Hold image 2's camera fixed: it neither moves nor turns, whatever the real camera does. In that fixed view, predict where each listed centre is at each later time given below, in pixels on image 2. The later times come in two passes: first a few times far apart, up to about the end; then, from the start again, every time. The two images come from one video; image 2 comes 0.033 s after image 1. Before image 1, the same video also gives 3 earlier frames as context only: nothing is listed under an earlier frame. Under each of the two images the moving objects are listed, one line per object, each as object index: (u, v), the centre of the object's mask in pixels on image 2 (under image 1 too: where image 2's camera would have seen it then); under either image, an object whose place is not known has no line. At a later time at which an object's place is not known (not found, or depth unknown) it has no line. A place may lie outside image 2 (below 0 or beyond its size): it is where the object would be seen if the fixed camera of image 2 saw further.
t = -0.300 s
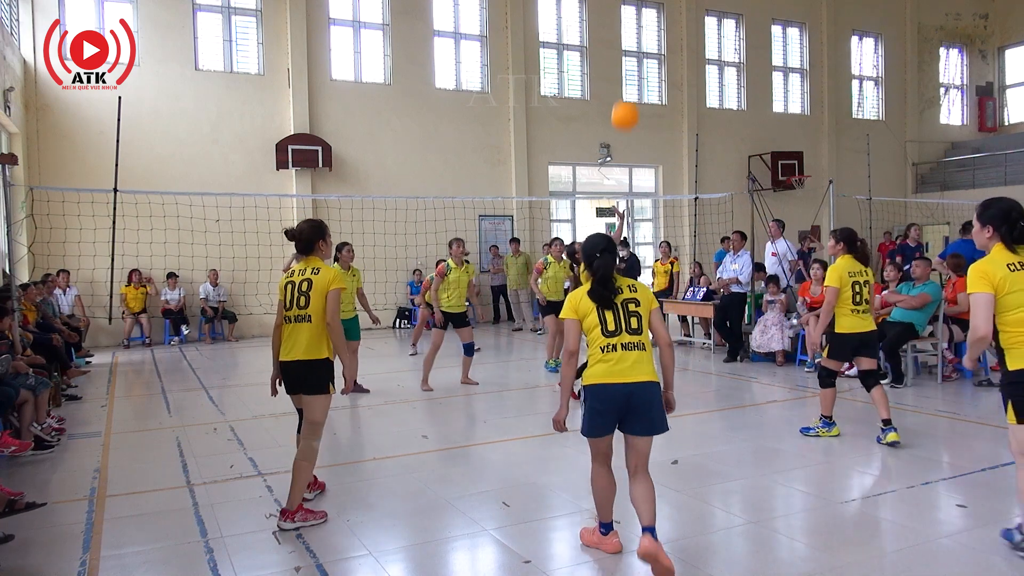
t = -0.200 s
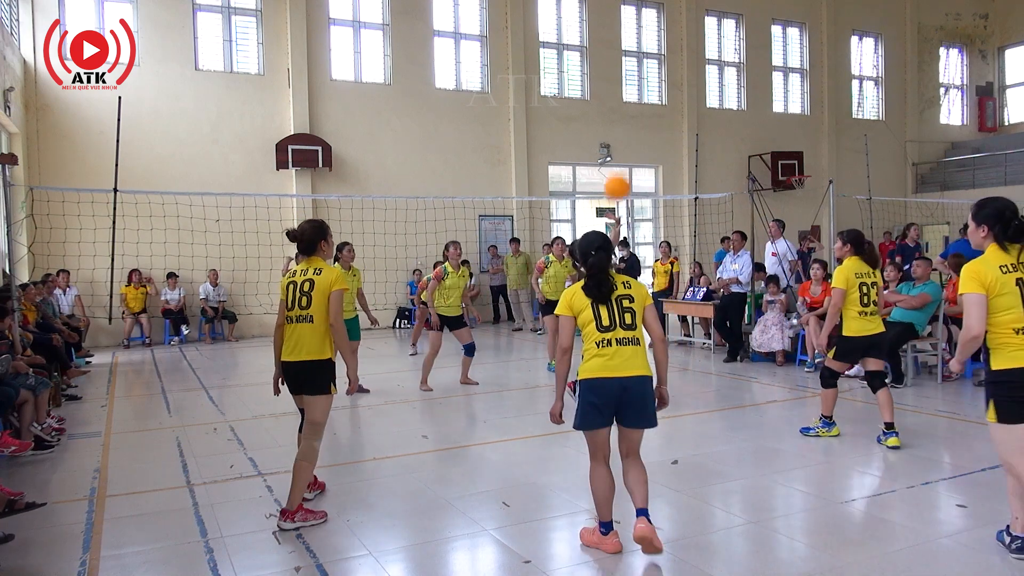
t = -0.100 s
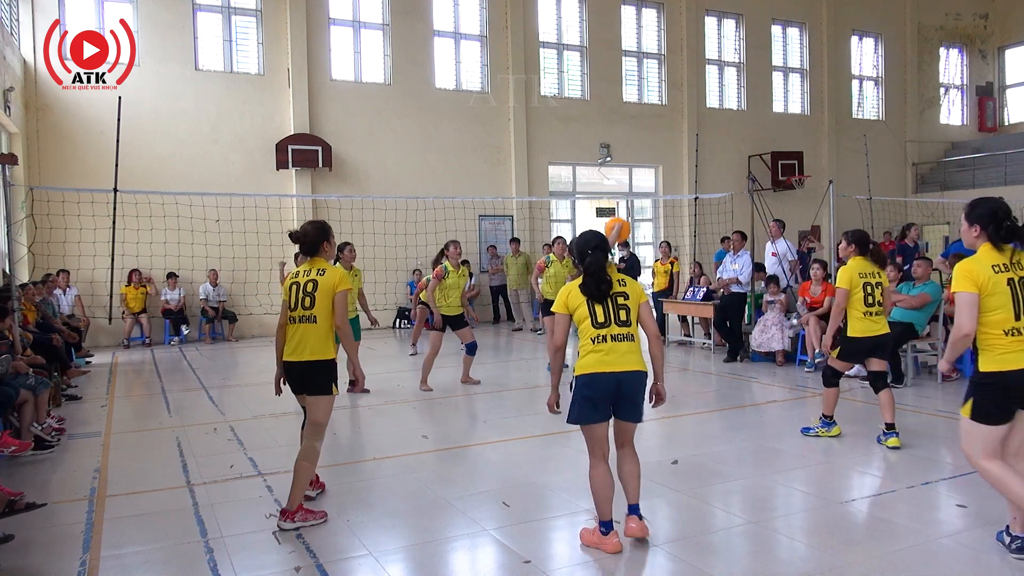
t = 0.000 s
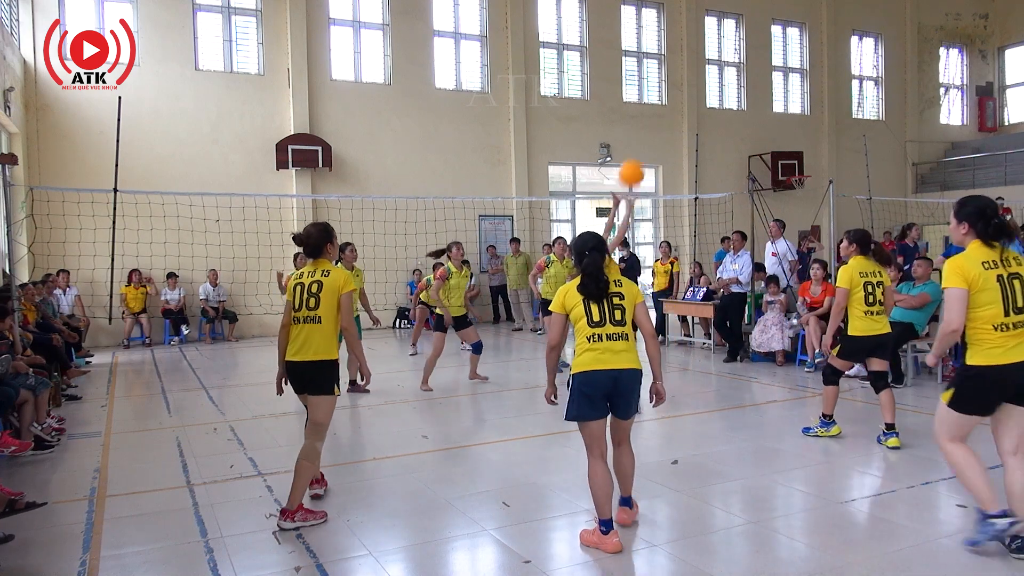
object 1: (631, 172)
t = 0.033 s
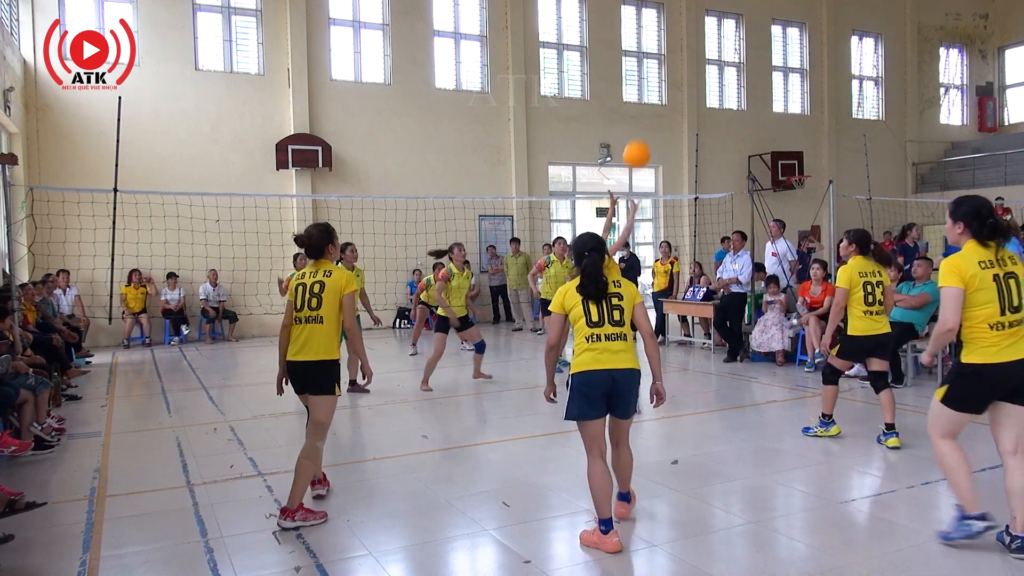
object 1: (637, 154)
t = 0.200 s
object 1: (664, 77)
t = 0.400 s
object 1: (695, 27)
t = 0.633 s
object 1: (734, 26)
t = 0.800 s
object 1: (761, 64)
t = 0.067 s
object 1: (642, 137)
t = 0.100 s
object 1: (647, 120)
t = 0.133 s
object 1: (652, 106)
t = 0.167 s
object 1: (659, 91)
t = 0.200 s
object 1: (664, 77)
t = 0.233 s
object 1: (669, 66)
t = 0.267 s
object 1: (674, 56)
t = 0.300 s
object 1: (680, 47)
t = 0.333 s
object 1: (685, 39)
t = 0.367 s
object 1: (690, 33)
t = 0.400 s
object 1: (695, 27)
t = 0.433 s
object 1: (701, 23)
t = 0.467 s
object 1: (707, 20)
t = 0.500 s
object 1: (712, 19)
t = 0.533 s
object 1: (717, 19)
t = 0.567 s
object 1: (723, 20)
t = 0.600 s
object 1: (729, 22)
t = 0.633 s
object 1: (734, 26)
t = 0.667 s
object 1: (740, 31)
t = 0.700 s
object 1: (746, 38)
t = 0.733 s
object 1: (751, 45)
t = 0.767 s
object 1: (756, 54)
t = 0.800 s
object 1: (761, 64)
